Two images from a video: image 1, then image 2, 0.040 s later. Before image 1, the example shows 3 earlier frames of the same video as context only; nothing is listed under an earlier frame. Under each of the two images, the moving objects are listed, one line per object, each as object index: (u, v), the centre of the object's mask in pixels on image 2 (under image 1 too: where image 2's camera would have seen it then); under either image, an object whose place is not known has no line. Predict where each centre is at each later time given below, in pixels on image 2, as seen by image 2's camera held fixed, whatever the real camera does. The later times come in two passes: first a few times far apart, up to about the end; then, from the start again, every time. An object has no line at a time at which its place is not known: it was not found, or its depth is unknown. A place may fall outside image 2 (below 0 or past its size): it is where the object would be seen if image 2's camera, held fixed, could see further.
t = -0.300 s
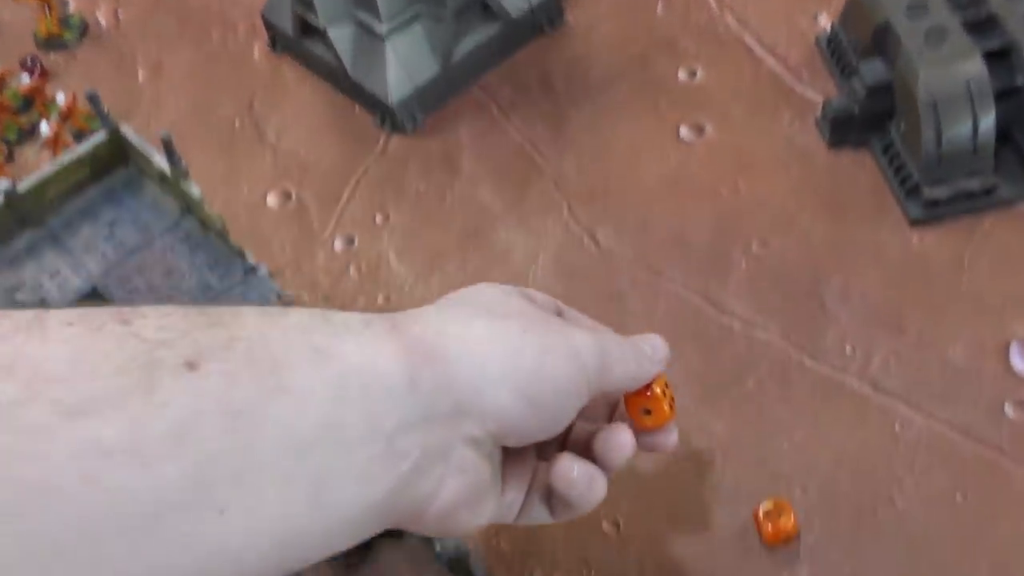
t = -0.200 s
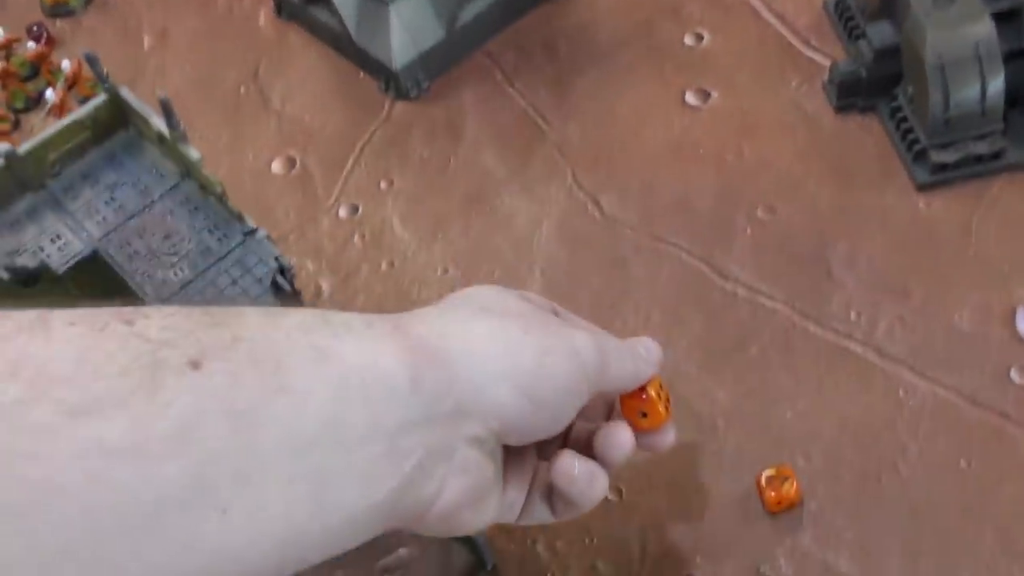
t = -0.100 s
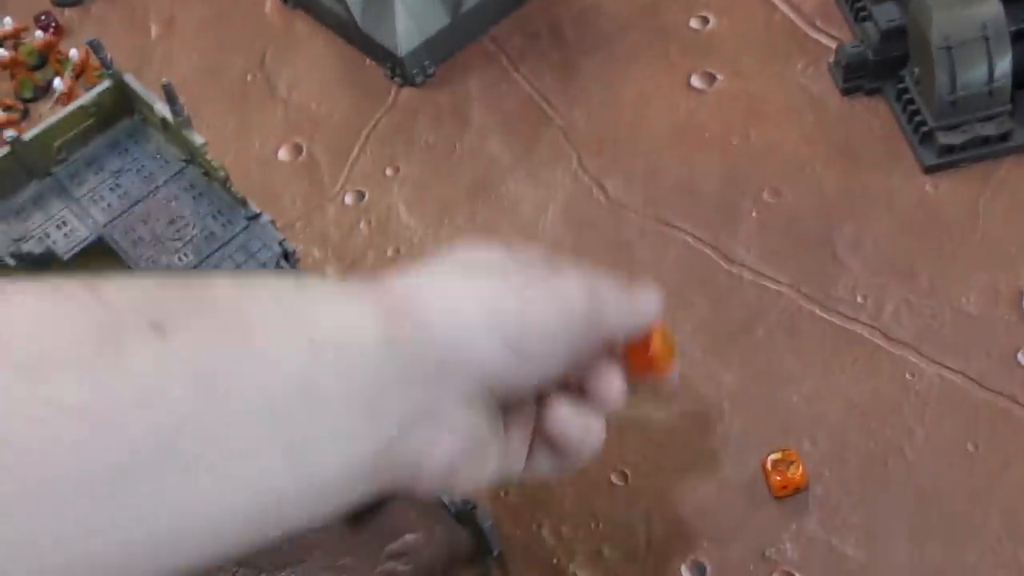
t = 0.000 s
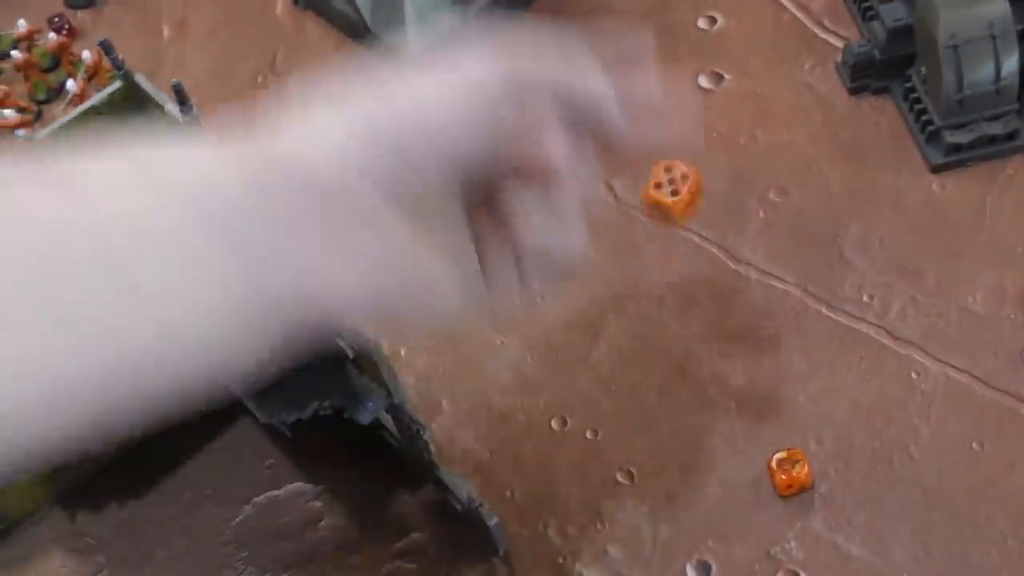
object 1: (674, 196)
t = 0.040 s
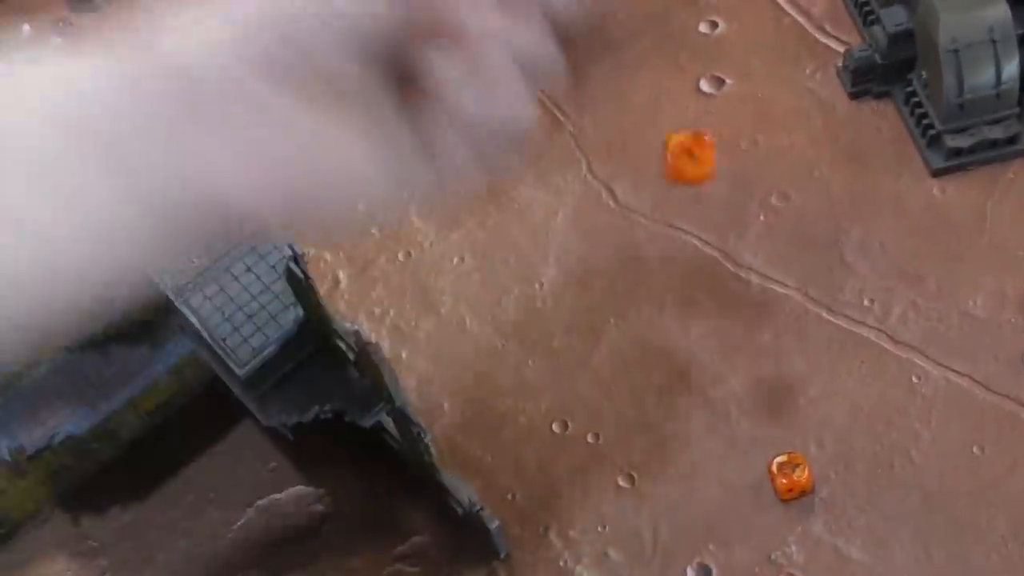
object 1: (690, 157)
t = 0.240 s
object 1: (779, 373)
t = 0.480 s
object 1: (675, 423)
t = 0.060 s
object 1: (696, 148)
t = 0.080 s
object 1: (706, 147)
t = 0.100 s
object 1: (714, 150)
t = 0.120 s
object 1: (723, 164)
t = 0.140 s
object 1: (736, 191)
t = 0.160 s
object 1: (744, 219)
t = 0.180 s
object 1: (751, 247)
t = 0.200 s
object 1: (761, 289)
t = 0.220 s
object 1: (769, 329)
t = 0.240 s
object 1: (779, 373)
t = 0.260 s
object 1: (783, 397)
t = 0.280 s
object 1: (772, 385)
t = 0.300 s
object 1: (762, 379)
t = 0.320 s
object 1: (752, 376)
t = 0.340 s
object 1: (743, 379)
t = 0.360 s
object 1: (733, 386)
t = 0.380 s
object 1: (725, 398)
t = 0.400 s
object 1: (719, 416)
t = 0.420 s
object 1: (708, 421)
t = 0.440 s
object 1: (697, 419)
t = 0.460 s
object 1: (687, 421)
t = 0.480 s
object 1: (675, 423)
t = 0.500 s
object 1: (663, 422)
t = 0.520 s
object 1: (654, 424)
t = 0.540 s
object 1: (647, 424)
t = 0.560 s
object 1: (640, 426)
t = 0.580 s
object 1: (635, 426)
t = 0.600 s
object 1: (632, 427)
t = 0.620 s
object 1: (631, 428)
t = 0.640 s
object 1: (630, 428)
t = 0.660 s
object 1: (630, 428)
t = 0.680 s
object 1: (630, 428)
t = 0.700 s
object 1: (630, 429)
